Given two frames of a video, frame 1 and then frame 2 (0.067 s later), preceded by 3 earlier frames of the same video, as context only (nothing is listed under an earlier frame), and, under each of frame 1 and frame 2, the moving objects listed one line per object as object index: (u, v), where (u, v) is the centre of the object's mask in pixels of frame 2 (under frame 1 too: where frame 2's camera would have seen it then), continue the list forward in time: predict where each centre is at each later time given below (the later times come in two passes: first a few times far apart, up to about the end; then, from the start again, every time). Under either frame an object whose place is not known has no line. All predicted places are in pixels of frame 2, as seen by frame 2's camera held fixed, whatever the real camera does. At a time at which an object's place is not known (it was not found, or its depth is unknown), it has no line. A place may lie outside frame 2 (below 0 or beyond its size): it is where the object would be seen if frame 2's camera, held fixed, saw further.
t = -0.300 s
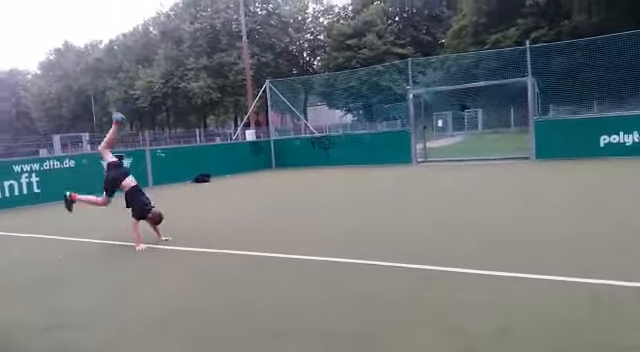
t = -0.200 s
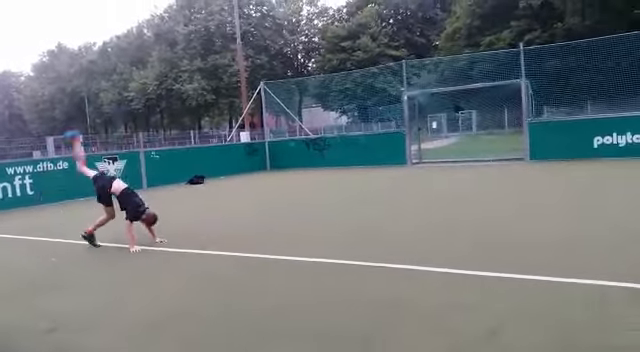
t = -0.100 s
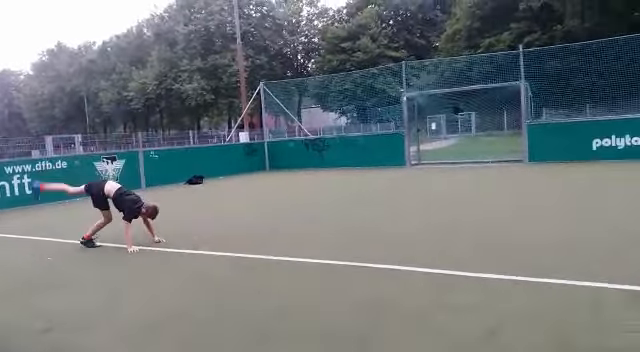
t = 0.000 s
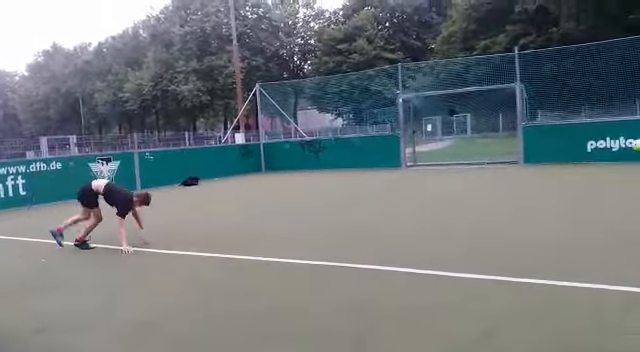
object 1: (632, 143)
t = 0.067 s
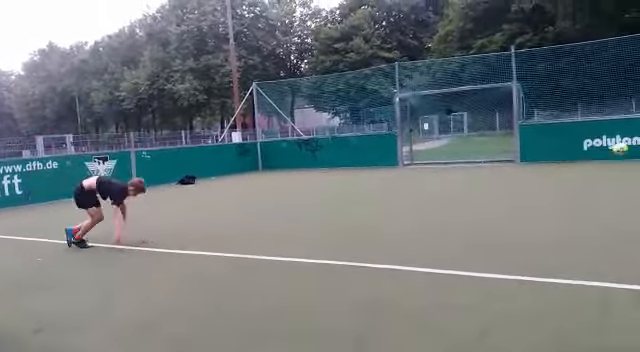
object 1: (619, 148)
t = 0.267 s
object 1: (574, 173)
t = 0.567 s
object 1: (520, 162)
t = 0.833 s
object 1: (468, 186)
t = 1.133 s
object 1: (403, 191)
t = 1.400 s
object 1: (341, 196)
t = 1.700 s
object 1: (266, 207)
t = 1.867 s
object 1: (221, 222)
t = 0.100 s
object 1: (612, 152)
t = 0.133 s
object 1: (604, 156)
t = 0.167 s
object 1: (596, 161)
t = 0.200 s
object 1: (588, 166)
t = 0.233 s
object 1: (580, 173)
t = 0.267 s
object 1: (574, 173)
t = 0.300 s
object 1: (568, 168)
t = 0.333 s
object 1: (562, 166)
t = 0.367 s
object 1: (555, 164)
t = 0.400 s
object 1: (550, 162)
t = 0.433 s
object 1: (545, 161)
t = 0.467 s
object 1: (539, 159)
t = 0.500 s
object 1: (533, 160)
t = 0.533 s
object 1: (526, 160)
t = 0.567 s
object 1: (520, 162)
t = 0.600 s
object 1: (514, 163)
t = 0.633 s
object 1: (508, 166)
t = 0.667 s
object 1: (502, 169)
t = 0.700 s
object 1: (494, 174)
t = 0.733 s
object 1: (488, 179)
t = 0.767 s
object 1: (482, 186)
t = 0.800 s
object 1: (475, 189)
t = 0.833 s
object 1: (468, 186)
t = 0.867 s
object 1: (461, 184)
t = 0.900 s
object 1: (453, 182)
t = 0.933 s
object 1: (446, 181)
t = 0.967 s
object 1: (439, 180)
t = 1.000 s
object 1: (431, 181)
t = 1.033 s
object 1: (424, 183)
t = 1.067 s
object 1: (417, 185)
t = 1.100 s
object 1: (411, 188)
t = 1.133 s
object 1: (403, 191)
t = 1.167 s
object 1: (395, 196)
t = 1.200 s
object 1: (387, 201)
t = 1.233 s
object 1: (380, 199)
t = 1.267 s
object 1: (372, 196)
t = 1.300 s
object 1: (364, 195)
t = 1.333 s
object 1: (356, 194)
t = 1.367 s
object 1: (348, 195)
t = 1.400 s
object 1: (341, 196)
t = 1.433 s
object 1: (332, 198)
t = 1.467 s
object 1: (325, 200)
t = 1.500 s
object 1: (316, 204)
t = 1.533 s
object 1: (308, 210)
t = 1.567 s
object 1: (300, 212)
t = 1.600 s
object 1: (292, 210)
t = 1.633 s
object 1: (283, 208)
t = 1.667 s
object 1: (274, 207)
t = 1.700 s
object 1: (266, 207)
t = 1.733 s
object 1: (256, 208)
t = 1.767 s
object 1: (247, 210)
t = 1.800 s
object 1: (240, 213)
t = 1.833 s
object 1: (230, 216)
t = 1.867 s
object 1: (221, 222)
